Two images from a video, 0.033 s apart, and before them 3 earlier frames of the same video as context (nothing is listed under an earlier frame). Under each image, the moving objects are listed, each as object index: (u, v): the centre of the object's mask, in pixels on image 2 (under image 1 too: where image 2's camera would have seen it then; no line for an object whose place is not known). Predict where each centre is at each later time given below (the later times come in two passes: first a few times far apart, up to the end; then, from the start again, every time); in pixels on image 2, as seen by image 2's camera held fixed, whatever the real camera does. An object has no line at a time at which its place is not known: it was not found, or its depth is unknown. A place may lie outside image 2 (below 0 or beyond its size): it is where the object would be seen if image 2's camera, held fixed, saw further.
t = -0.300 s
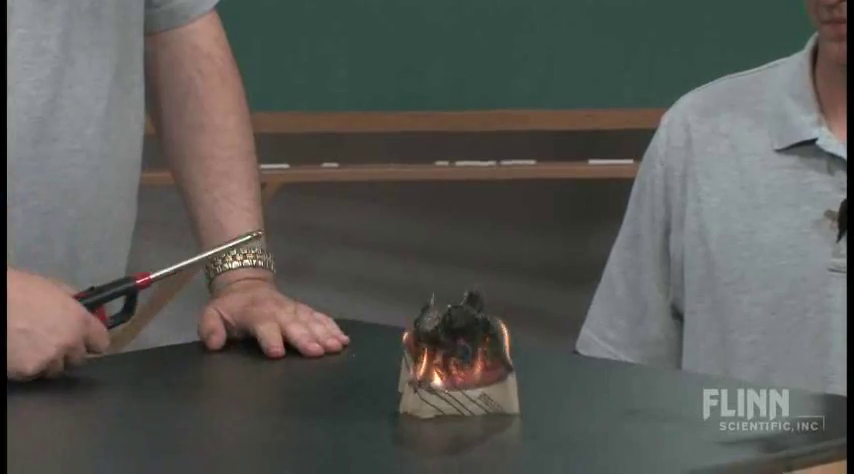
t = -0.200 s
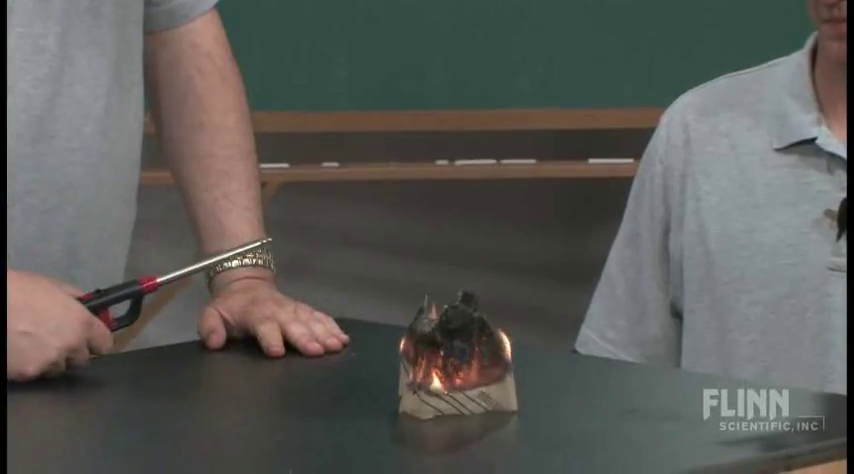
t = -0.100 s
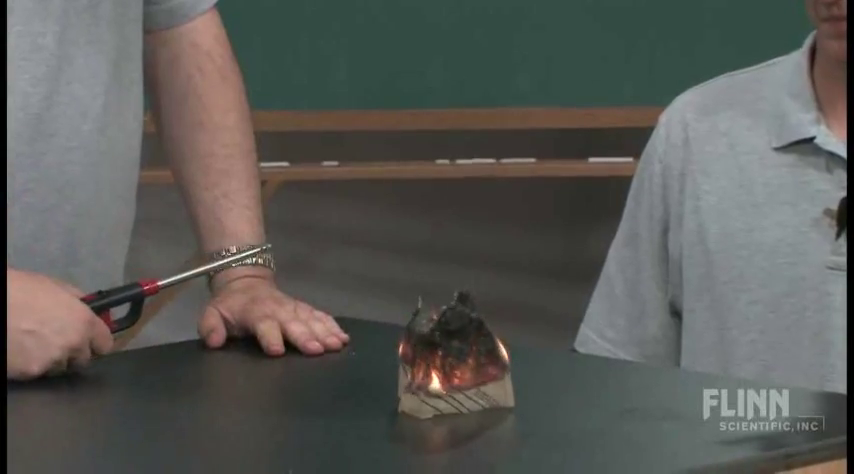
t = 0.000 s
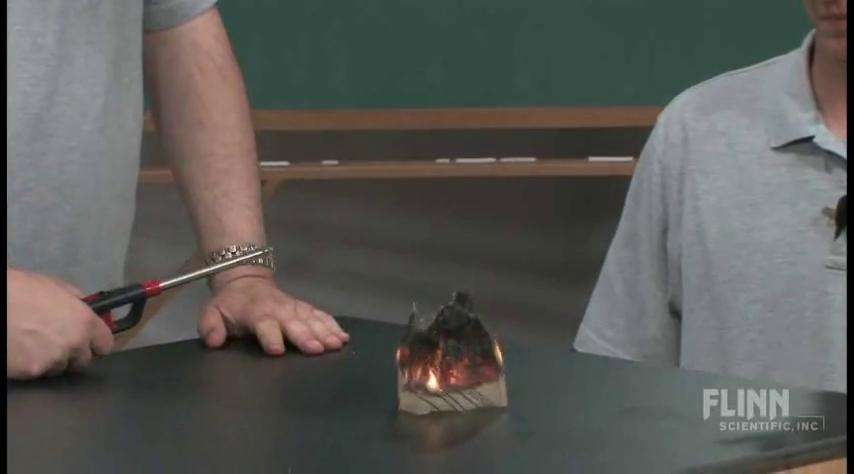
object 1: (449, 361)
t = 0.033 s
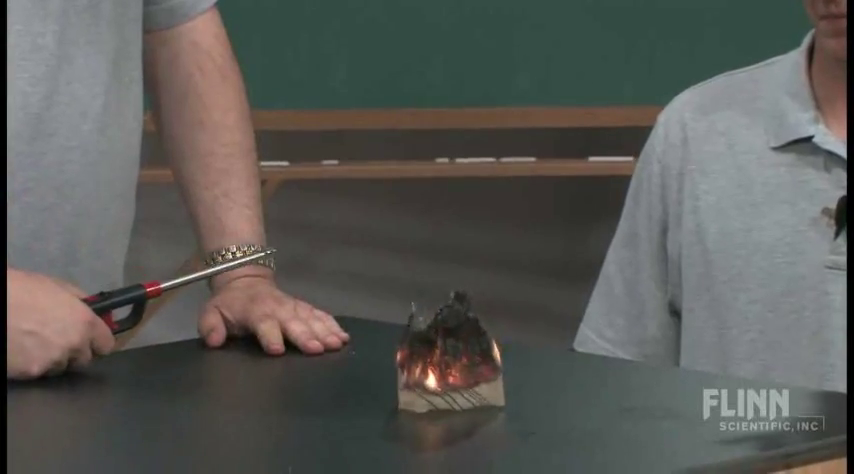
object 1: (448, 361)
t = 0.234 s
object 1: (437, 348)
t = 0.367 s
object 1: (430, 321)
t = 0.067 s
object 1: (447, 359)
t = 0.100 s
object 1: (444, 357)
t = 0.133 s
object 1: (442, 355)
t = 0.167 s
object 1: (440, 353)
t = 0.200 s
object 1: (439, 351)
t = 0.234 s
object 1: (437, 348)
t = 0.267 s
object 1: (436, 343)
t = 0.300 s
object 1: (434, 337)
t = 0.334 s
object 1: (432, 329)
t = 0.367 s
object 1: (430, 321)
